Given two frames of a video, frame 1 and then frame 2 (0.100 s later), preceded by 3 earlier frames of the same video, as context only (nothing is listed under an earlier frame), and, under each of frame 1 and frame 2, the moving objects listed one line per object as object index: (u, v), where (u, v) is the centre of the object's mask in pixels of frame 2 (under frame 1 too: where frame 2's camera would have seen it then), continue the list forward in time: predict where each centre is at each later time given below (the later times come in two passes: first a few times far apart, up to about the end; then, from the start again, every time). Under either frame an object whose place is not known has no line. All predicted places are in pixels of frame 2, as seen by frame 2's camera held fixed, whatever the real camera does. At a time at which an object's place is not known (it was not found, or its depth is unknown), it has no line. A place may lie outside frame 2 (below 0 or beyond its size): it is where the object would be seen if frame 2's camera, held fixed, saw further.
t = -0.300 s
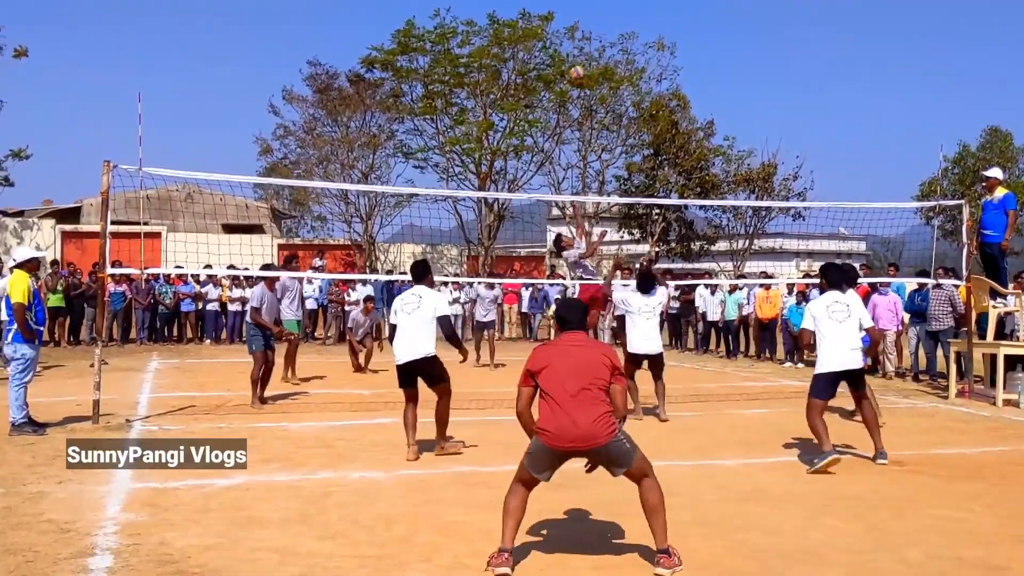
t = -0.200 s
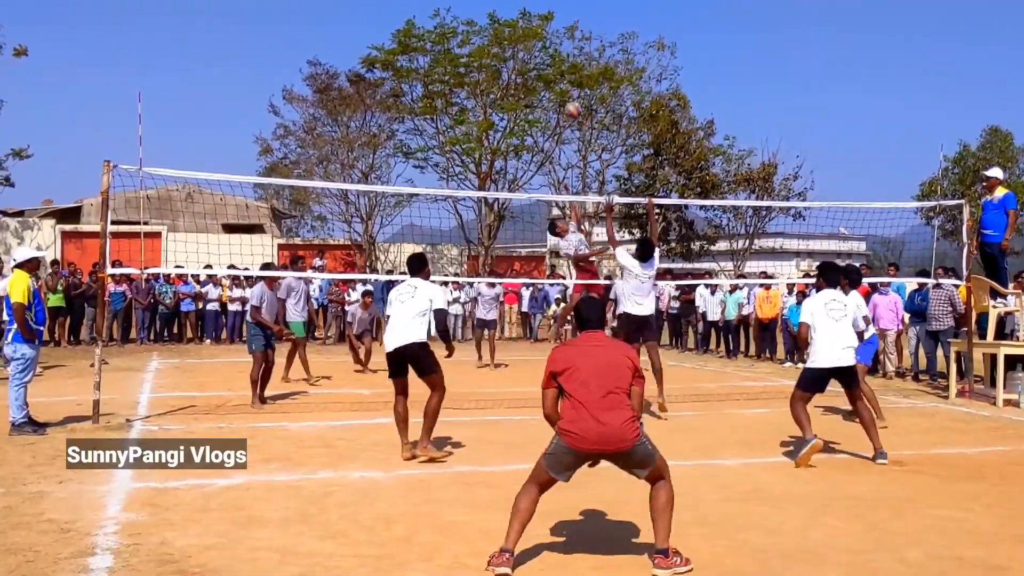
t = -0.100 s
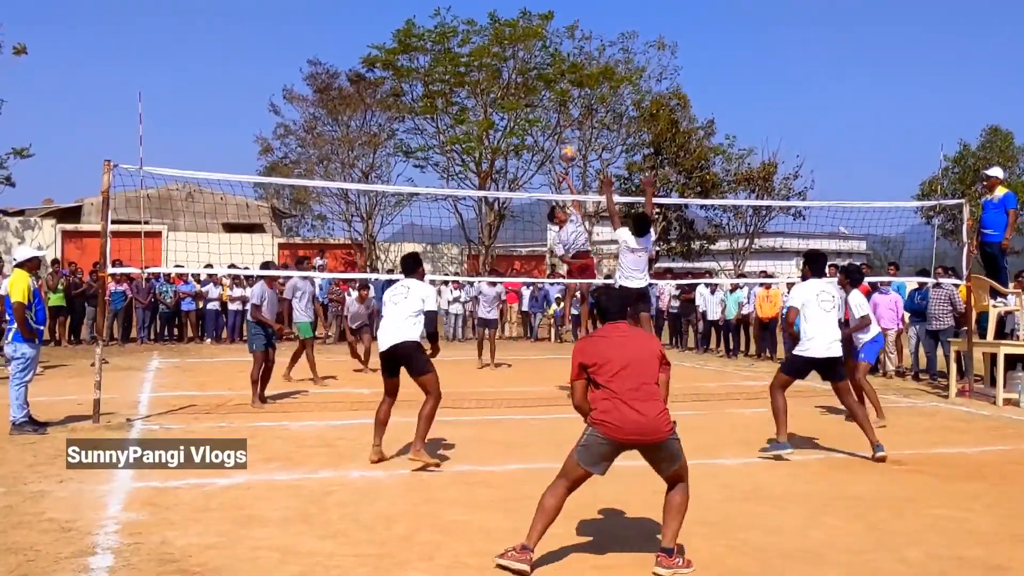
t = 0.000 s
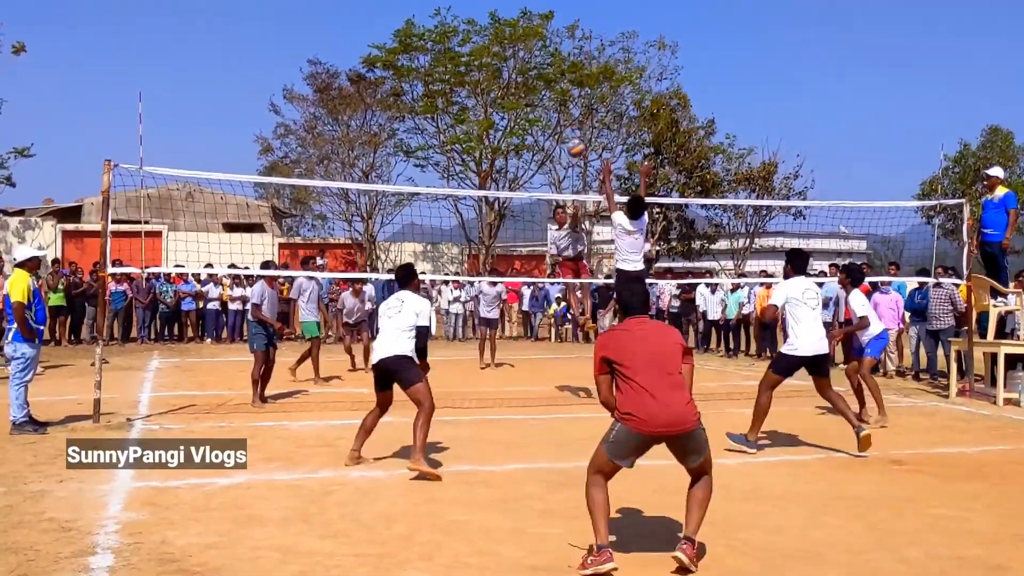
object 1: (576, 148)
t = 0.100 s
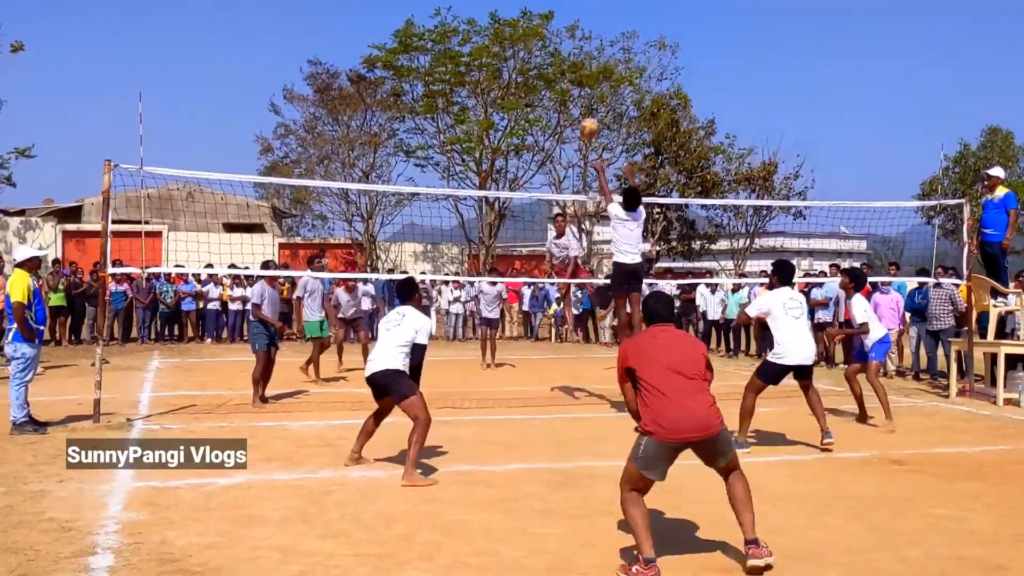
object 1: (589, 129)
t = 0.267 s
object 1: (614, 108)
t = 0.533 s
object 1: (677, 137)
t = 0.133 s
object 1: (593, 123)
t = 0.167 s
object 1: (598, 117)
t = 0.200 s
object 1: (603, 114)
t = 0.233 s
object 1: (610, 111)
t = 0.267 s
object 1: (614, 108)
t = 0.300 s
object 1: (620, 107)
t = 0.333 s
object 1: (627, 107)
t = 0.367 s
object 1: (634, 107)
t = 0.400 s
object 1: (641, 108)
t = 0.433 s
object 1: (648, 113)
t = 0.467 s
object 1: (657, 119)
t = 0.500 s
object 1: (666, 127)
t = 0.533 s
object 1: (677, 137)
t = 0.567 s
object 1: (689, 150)
